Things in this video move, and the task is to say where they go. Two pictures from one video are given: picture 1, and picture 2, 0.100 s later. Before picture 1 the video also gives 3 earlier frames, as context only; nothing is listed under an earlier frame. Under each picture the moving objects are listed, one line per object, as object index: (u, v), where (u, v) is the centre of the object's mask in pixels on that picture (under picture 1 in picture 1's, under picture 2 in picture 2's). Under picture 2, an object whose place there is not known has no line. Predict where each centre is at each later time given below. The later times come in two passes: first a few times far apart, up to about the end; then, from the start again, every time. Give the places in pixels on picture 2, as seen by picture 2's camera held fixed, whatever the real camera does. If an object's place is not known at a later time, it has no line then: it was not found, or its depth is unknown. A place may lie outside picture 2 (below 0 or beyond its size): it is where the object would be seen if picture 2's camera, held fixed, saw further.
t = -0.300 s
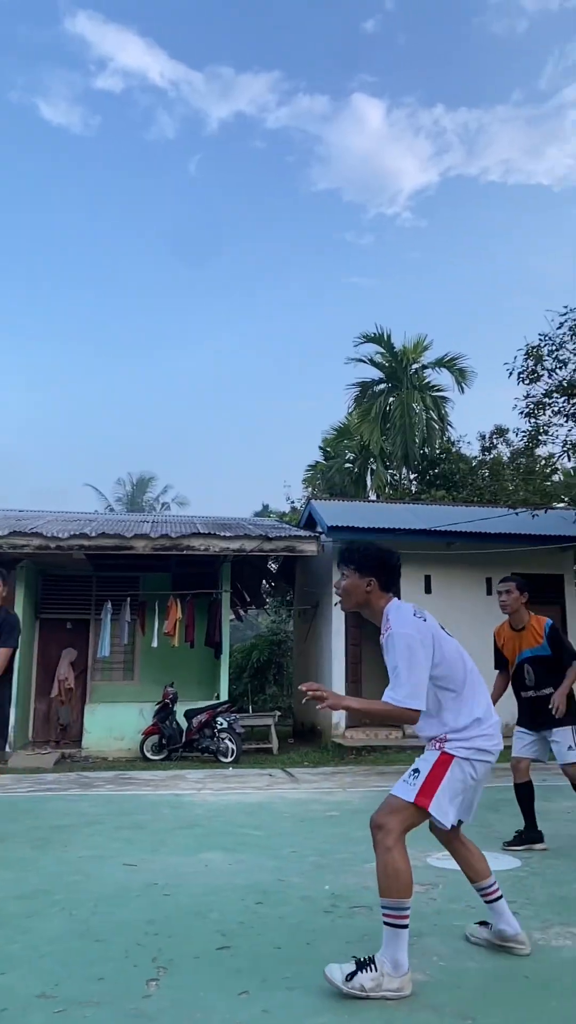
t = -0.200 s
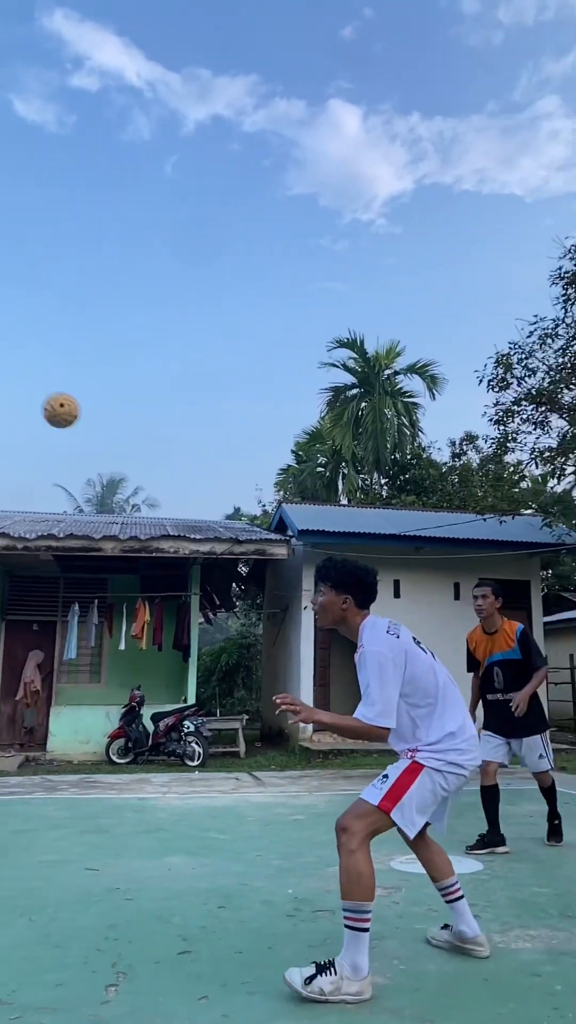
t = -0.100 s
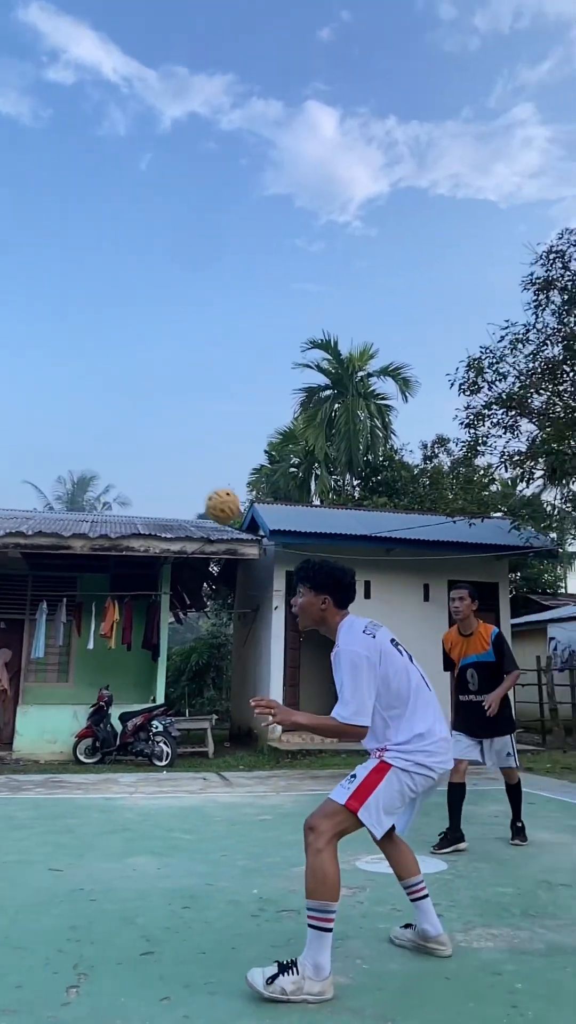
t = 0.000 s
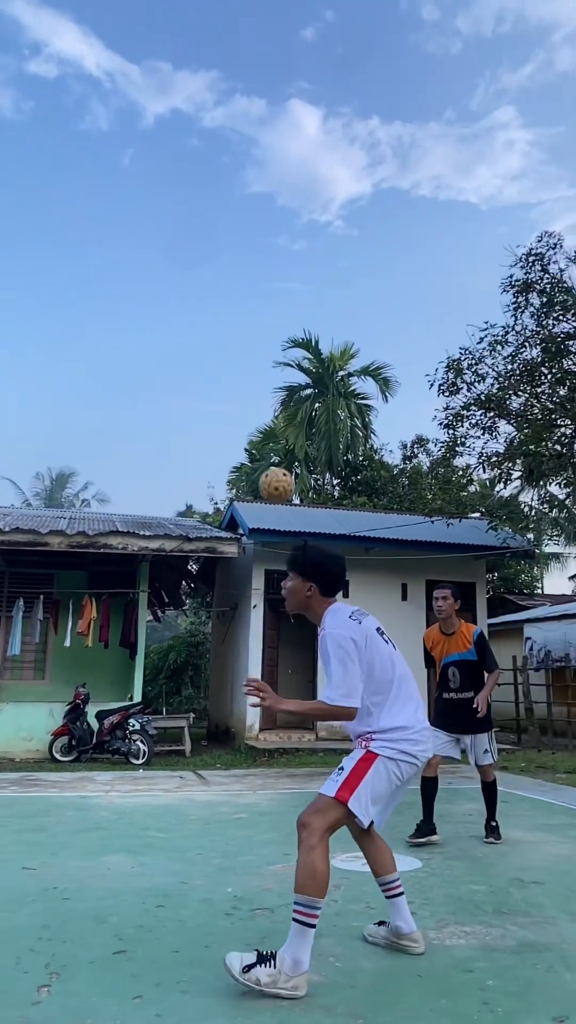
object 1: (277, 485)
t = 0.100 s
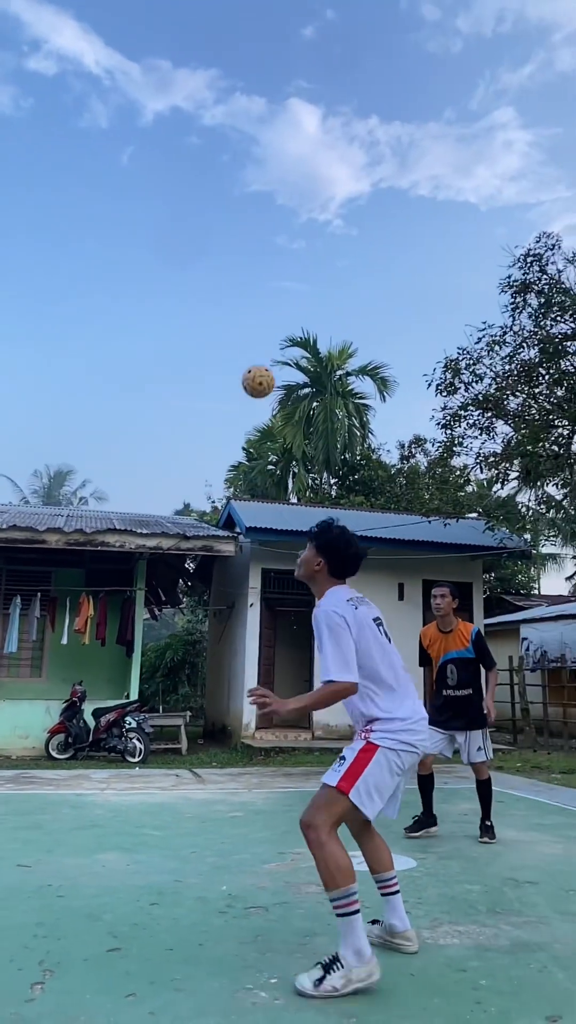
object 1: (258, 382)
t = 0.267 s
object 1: (236, 278)
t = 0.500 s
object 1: (208, 244)
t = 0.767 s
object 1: (175, 338)
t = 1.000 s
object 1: (145, 528)
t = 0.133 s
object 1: (253, 355)
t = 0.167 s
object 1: (249, 331)
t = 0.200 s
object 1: (245, 310)
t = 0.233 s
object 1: (240, 293)
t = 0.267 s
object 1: (236, 278)
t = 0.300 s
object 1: (232, 266)
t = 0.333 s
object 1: (228, 256)
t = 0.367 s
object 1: (224, 249)
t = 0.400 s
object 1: (220, 244)
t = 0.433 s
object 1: (216, 243)
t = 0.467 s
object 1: (212, 242)
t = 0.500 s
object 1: (208, 244)
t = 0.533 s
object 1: (204, 249)
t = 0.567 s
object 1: (200, 256)
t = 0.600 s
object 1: (196, 264)
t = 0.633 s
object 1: (192, 275)
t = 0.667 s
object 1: (188, 287)
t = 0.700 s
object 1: (184, 302)
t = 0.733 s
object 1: (180, 319)
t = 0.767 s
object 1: (175, 338)
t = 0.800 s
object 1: (171, 359)
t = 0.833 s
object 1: (168, 382)
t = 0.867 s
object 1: (163, 407)
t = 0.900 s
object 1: (158, 434)
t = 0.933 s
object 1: (155, 463)
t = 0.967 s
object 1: (150, 495)
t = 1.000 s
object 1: (145, 528)
